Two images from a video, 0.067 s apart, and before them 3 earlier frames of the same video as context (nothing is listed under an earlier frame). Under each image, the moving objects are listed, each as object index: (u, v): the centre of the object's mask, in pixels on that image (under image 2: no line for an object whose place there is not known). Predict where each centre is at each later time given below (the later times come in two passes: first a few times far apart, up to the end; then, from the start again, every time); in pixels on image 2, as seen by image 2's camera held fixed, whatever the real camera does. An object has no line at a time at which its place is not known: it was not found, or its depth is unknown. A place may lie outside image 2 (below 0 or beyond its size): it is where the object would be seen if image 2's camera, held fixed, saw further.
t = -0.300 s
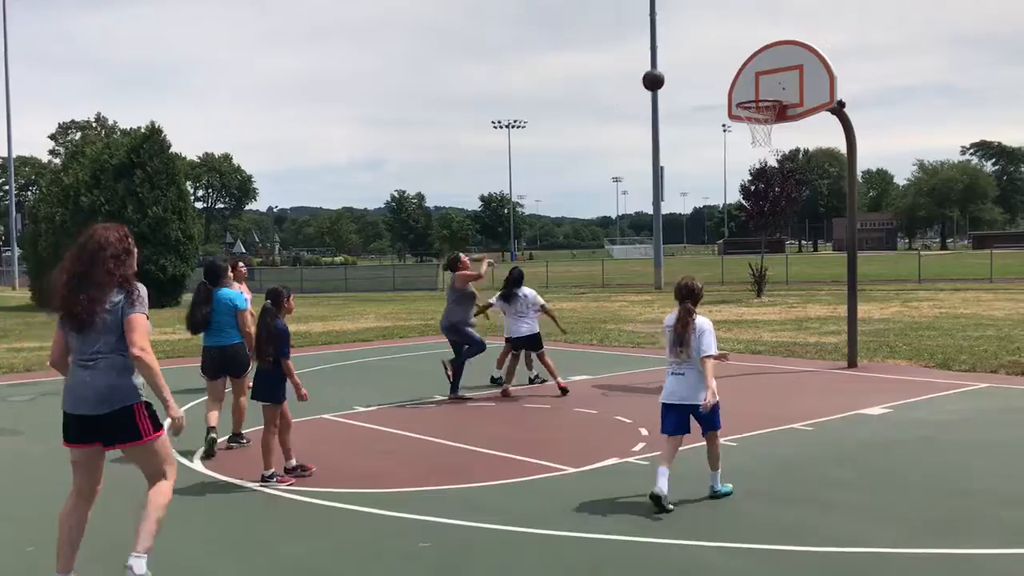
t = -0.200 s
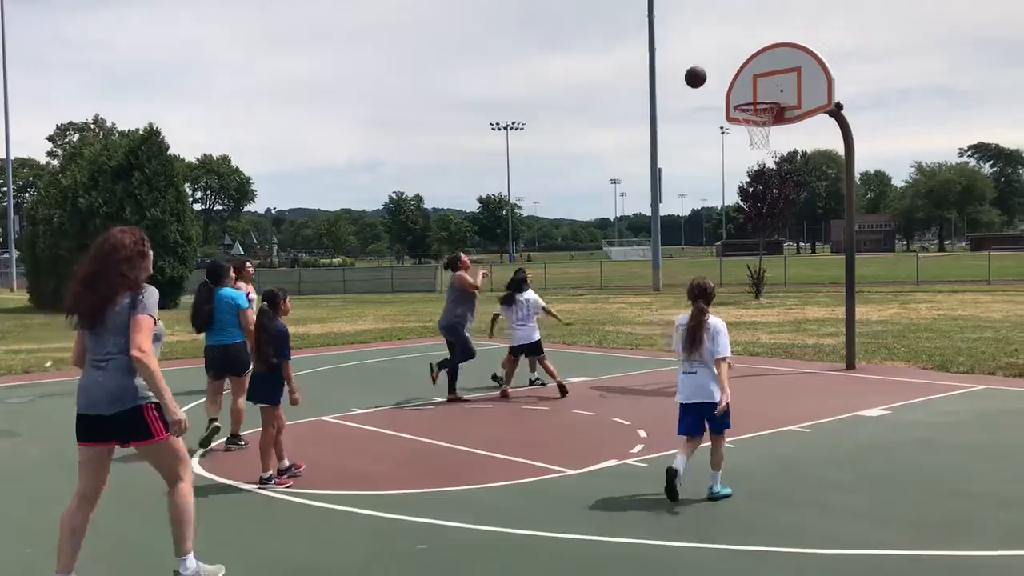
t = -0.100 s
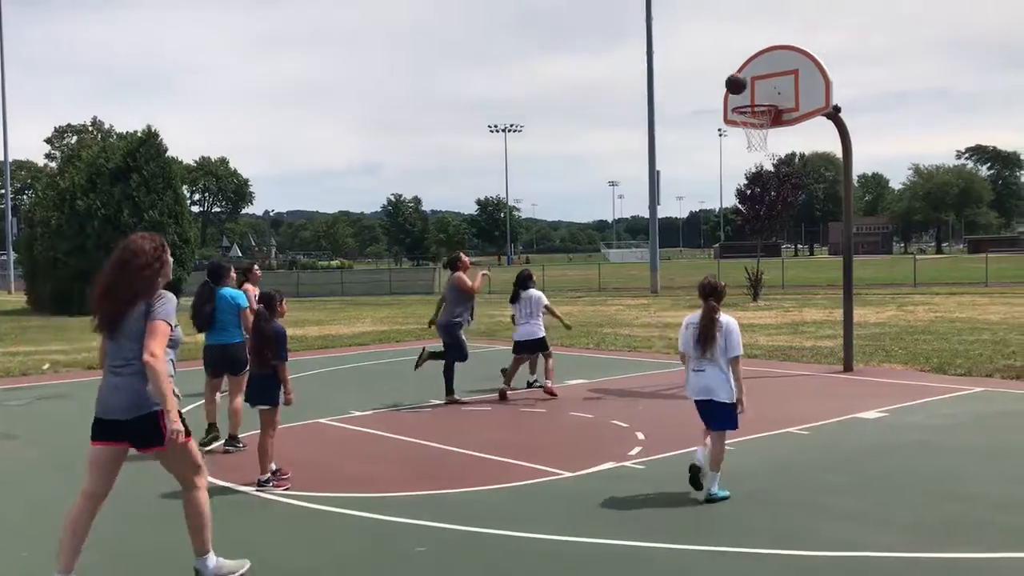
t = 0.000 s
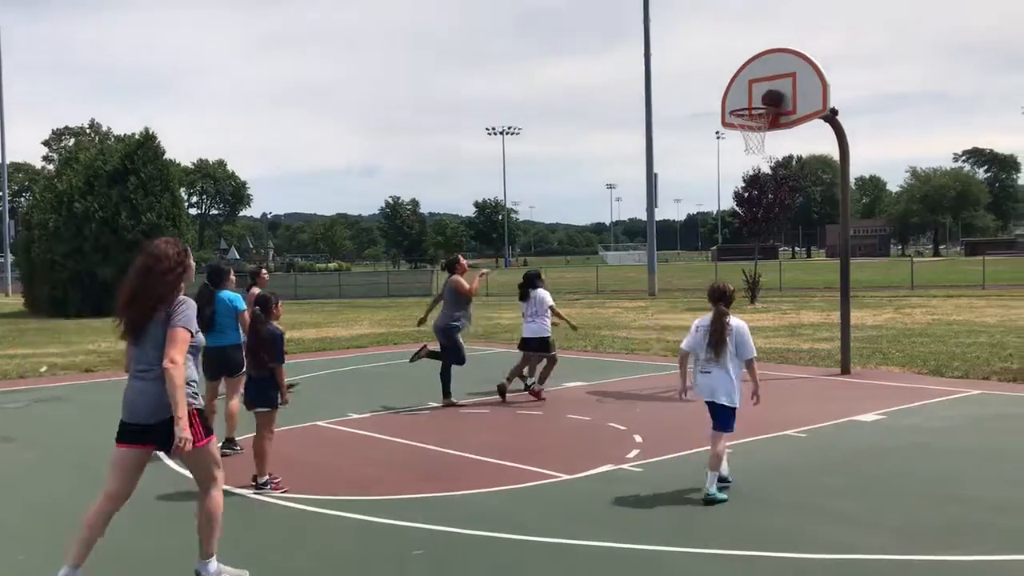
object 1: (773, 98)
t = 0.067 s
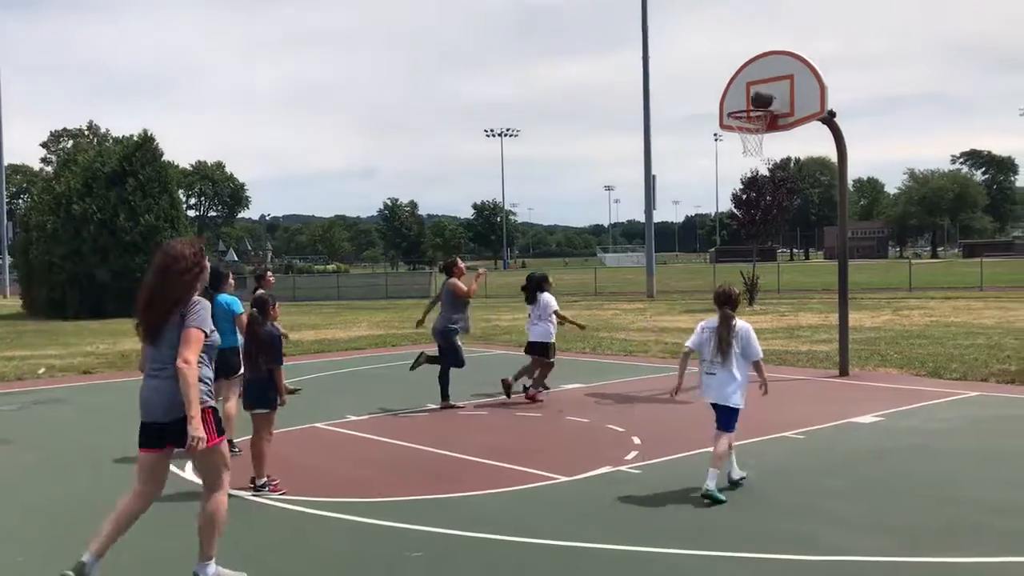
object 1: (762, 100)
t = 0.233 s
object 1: (737, 90)
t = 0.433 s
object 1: (706, 92)
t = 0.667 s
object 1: (668, 147)
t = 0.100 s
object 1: (758, 100)
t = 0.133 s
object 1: (753, 101)
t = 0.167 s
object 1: (747, 97)
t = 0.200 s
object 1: (742, 92)
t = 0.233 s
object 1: (737, 90)
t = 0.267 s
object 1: (733, 86)
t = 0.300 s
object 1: (727, 85)
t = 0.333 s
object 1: (722, 85)
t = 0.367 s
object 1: (717, 86)
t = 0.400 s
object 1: (711, 88)
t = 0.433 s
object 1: (706, 92)
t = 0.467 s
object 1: (701, 96)
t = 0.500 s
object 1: (695, 102)
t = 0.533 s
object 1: (690, 108)
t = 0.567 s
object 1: (685, 116)
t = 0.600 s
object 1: (679, 125)
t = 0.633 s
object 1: (674, 135)
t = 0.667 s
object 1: (668, 147)
